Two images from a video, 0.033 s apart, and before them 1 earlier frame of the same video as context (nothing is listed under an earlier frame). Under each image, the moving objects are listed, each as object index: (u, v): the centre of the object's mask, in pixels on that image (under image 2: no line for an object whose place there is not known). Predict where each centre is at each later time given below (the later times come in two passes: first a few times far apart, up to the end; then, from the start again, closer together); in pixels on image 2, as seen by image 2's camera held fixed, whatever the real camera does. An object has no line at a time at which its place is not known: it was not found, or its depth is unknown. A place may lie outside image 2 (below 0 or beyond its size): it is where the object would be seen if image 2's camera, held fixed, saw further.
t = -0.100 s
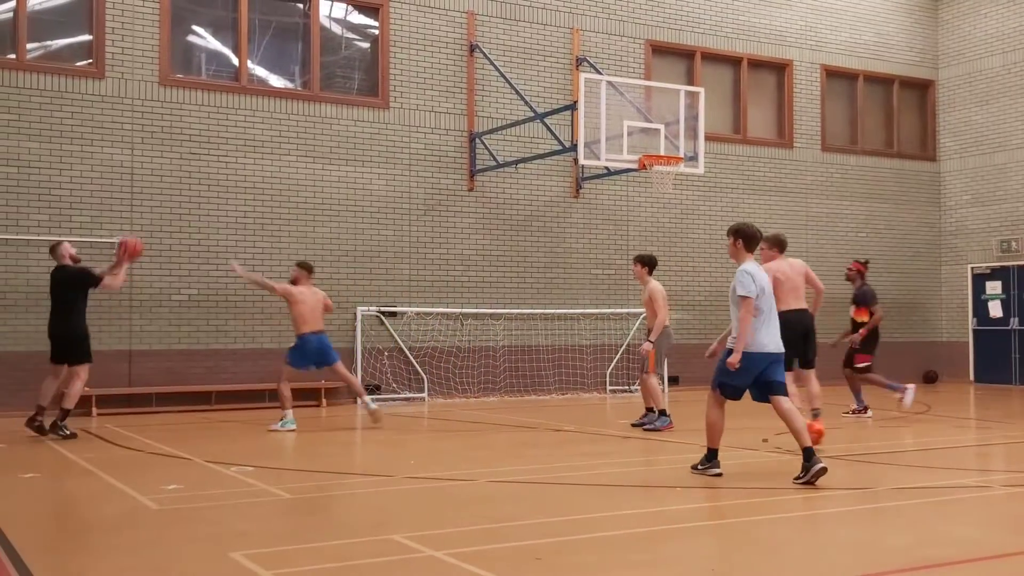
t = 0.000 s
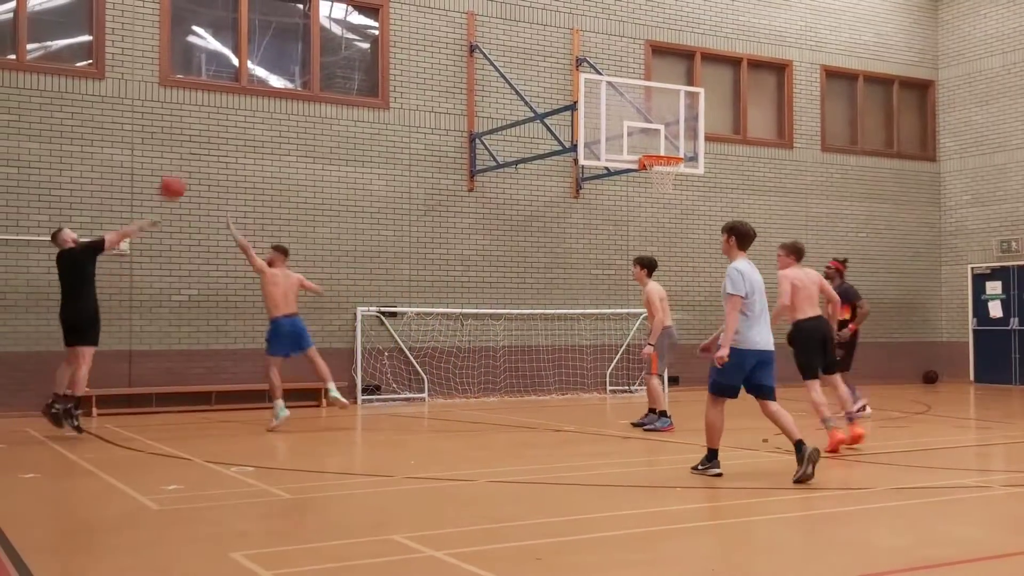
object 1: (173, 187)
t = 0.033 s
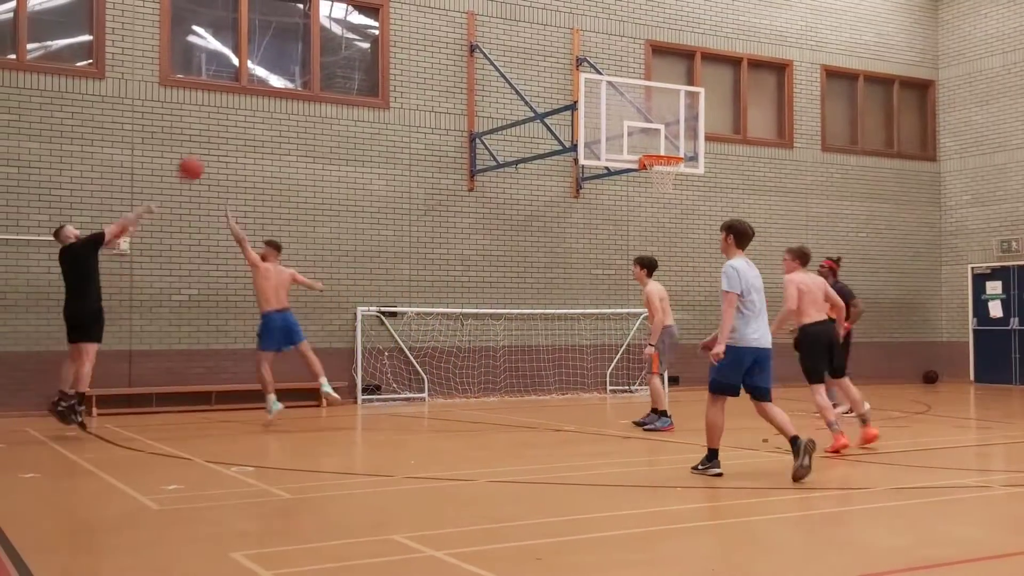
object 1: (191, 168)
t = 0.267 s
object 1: (310, 68)
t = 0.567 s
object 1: (445, 23)
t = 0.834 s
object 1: (553, 48)
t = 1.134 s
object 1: (664, 142)
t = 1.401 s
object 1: (668, 172)
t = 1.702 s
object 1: (662, 184)
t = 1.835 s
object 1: (655, 203)
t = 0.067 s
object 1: (209, 150)
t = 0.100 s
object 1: (226, 133)
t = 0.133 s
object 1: (244, 118)
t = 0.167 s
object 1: (261, 102)
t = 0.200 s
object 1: (276, 92)
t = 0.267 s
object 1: (310, 68)
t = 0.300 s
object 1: (326, 58)
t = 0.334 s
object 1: (341, 50)
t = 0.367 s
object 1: (356, 44)
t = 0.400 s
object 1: (371, 37)
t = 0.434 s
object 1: (387, 33)
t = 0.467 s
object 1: (401, 29)
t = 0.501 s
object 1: (416, 26)
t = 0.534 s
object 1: (431, 24)
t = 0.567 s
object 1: (445, 23)
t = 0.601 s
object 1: (459, 22)
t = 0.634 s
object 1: (472, 23)
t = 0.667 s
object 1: (487, 26)
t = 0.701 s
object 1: (500, 28)
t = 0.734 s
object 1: (514, 32)
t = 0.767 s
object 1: (527, 37)
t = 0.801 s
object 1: (540, 42)
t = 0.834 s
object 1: (553, 48)
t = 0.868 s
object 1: (566, 55)
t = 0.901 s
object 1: (579, 64)
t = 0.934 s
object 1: (591, 73)
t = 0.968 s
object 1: (605, 82)
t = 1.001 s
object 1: (616, 93)
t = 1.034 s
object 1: (629, 104)
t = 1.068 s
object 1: (640, 115)
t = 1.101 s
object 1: (653, 129)
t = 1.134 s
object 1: (664, 142)
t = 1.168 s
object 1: (674, 151)
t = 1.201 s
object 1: (664, 151)
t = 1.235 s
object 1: (654, 166)
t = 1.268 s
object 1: (658, 166)
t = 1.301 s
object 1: (662, 171)
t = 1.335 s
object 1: (665, 173)
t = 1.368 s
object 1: (667, 173)
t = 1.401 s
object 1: (668, 172)
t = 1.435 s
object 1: (669, 173)
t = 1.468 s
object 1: (669, 173)
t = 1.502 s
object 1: (668, 175)
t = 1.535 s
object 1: (668, 175)
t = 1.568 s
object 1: (667, 176)
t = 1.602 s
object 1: (666, 178)
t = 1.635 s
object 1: (664, 180)
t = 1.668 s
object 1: (663, 182)
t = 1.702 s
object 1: (662, 184)
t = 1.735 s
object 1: (660, 189)
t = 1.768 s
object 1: (659, 192)
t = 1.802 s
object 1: (657, 197)
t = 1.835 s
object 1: (655, 203)
